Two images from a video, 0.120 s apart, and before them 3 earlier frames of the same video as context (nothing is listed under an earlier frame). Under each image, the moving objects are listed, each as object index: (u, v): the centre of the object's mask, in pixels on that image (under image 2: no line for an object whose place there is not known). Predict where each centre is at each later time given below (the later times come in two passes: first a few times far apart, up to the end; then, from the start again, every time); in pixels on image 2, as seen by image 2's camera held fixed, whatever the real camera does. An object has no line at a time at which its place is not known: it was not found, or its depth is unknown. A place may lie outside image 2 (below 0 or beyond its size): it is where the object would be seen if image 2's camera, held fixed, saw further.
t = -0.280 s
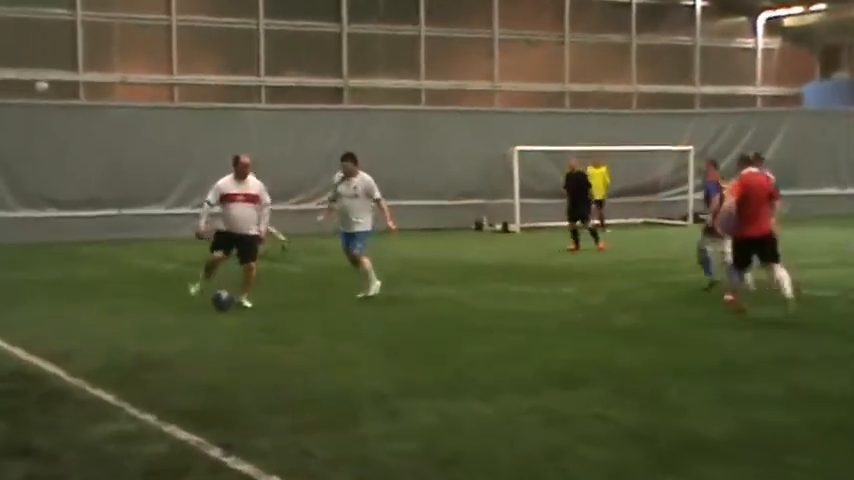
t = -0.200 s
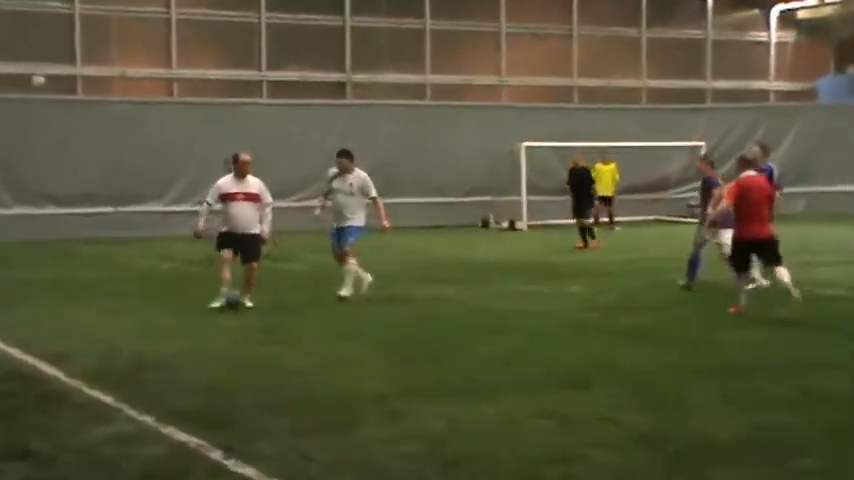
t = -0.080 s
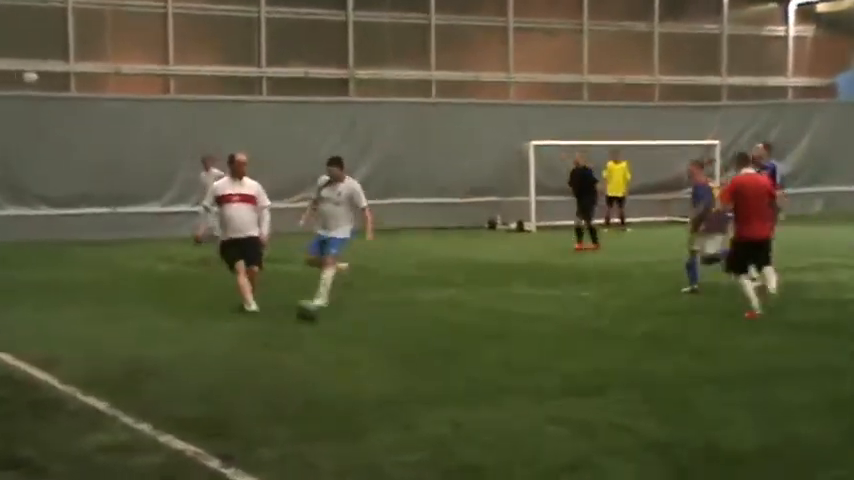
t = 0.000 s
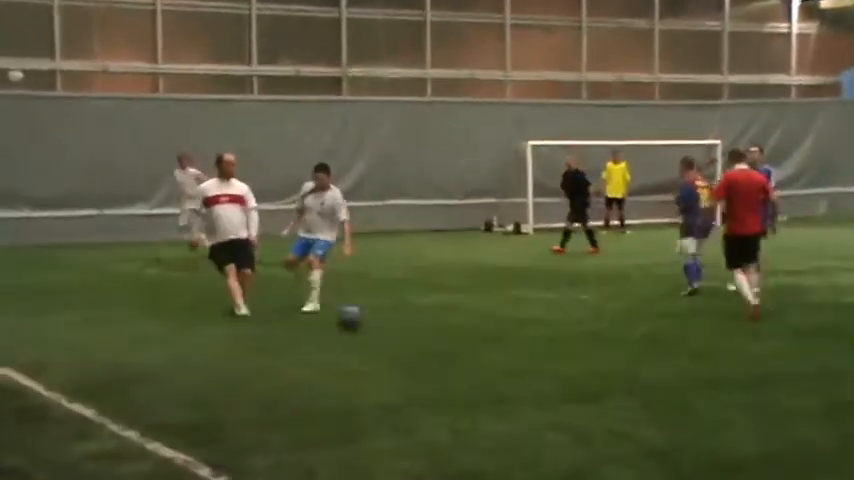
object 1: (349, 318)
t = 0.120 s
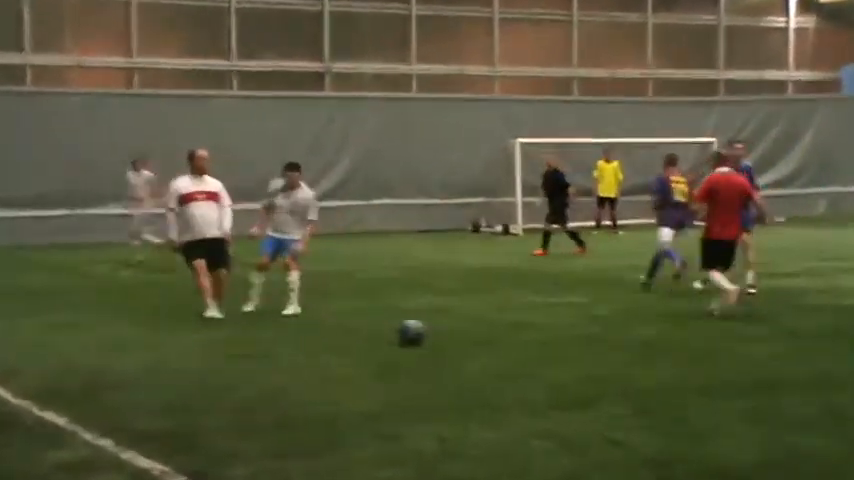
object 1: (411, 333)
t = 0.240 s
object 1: (488, 340)
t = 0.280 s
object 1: (513, 342)
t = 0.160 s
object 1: (436, 334)
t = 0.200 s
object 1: (461, 337)
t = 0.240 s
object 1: (488, 340)
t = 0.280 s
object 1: (513, 342)
